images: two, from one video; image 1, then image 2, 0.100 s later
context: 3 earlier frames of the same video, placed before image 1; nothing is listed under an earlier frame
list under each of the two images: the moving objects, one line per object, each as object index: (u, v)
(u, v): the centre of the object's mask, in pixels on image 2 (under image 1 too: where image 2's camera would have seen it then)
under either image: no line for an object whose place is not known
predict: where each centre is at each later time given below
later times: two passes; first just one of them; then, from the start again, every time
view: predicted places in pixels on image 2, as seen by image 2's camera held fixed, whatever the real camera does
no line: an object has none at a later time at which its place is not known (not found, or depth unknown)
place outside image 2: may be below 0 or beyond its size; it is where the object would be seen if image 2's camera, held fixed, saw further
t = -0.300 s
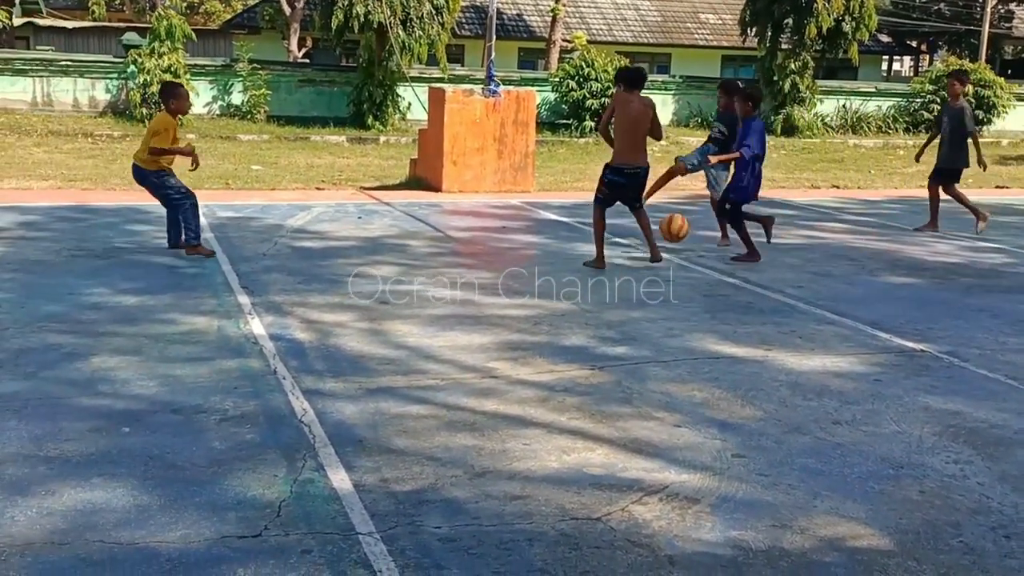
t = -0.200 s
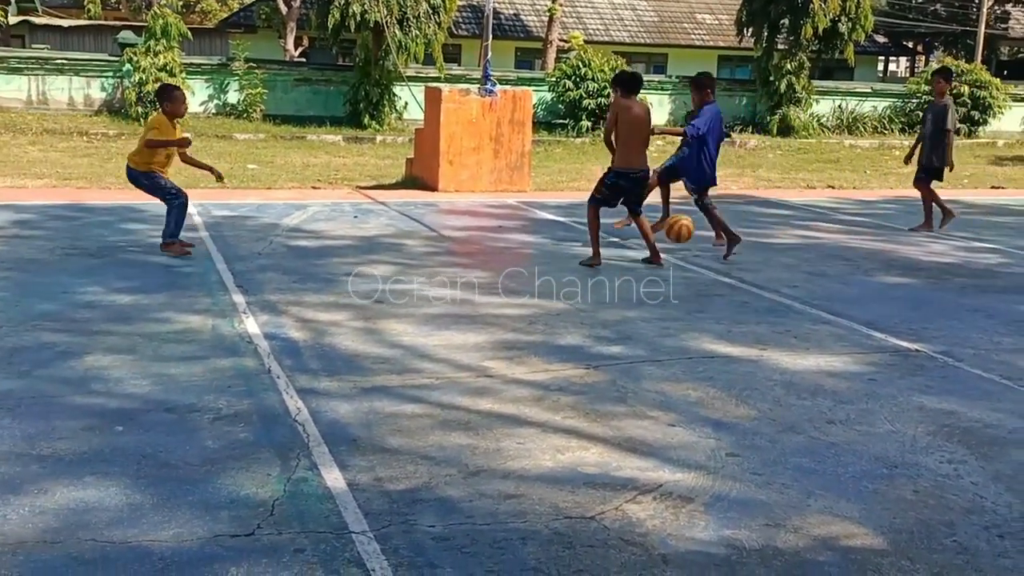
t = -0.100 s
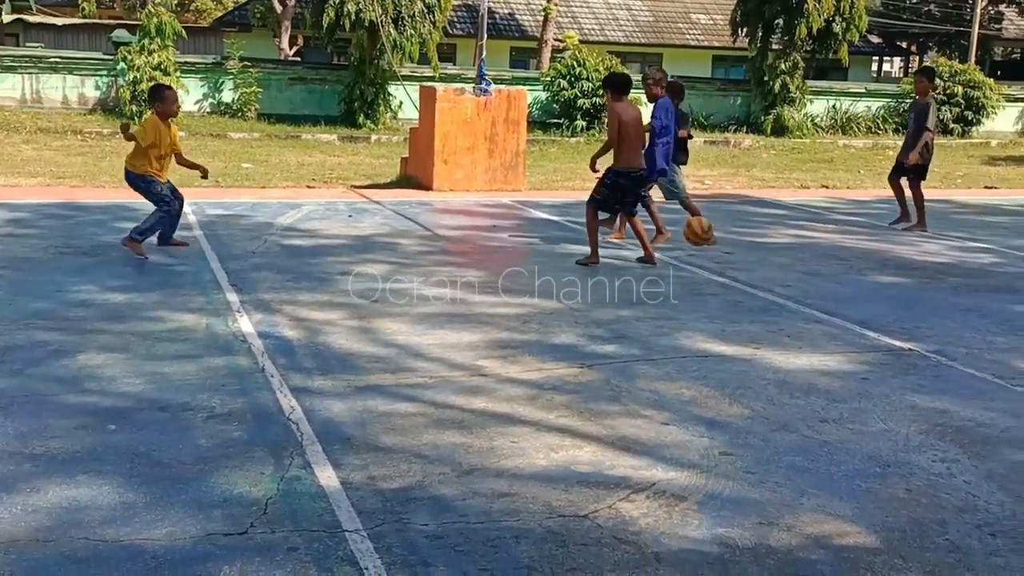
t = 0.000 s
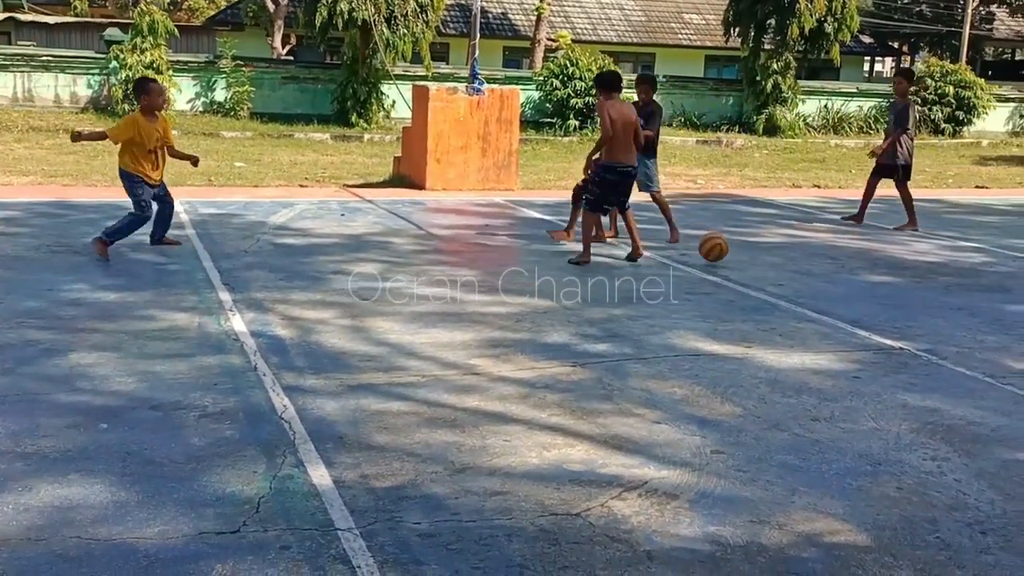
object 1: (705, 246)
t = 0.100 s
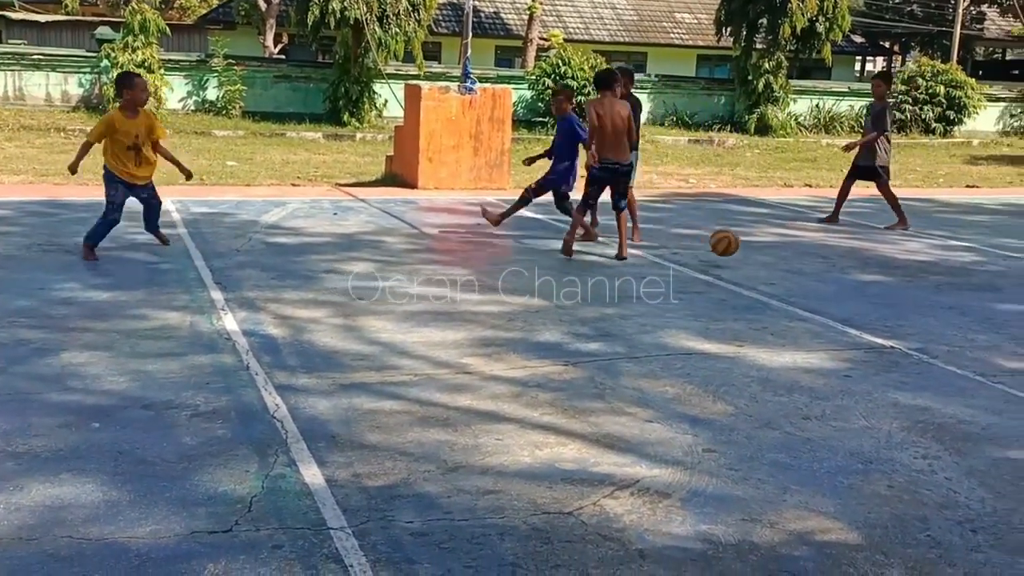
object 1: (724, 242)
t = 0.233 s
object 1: (749, 244)
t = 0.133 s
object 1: (730, 240)
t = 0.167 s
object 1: (737, 240)
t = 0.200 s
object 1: (743, 241)
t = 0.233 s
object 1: (749, 244)
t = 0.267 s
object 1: (755, 249)
